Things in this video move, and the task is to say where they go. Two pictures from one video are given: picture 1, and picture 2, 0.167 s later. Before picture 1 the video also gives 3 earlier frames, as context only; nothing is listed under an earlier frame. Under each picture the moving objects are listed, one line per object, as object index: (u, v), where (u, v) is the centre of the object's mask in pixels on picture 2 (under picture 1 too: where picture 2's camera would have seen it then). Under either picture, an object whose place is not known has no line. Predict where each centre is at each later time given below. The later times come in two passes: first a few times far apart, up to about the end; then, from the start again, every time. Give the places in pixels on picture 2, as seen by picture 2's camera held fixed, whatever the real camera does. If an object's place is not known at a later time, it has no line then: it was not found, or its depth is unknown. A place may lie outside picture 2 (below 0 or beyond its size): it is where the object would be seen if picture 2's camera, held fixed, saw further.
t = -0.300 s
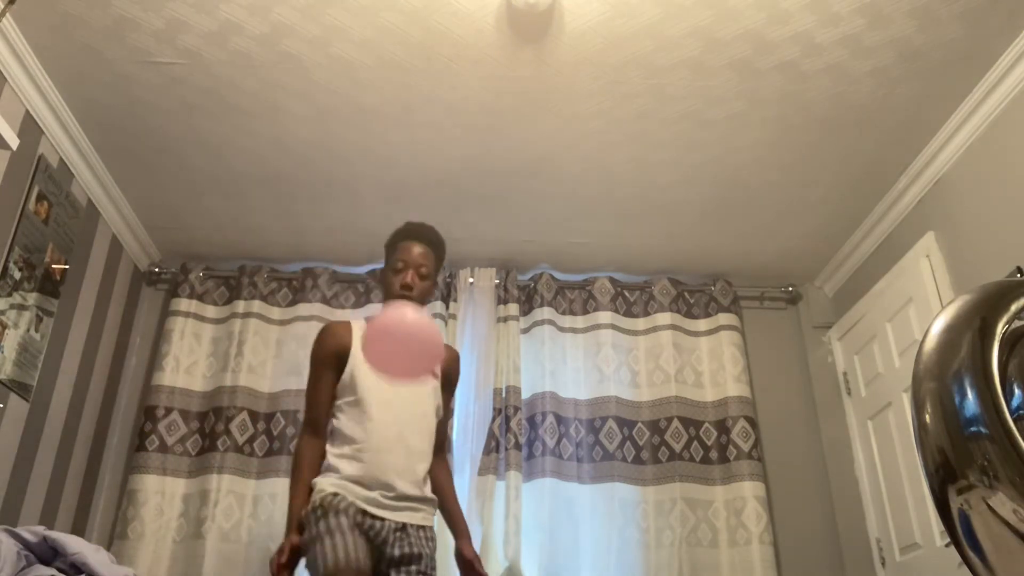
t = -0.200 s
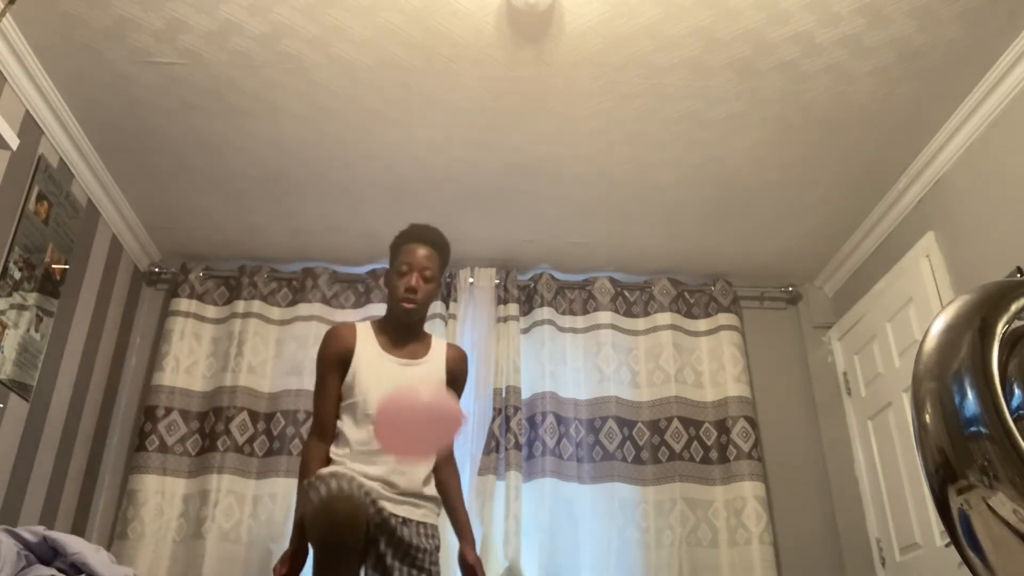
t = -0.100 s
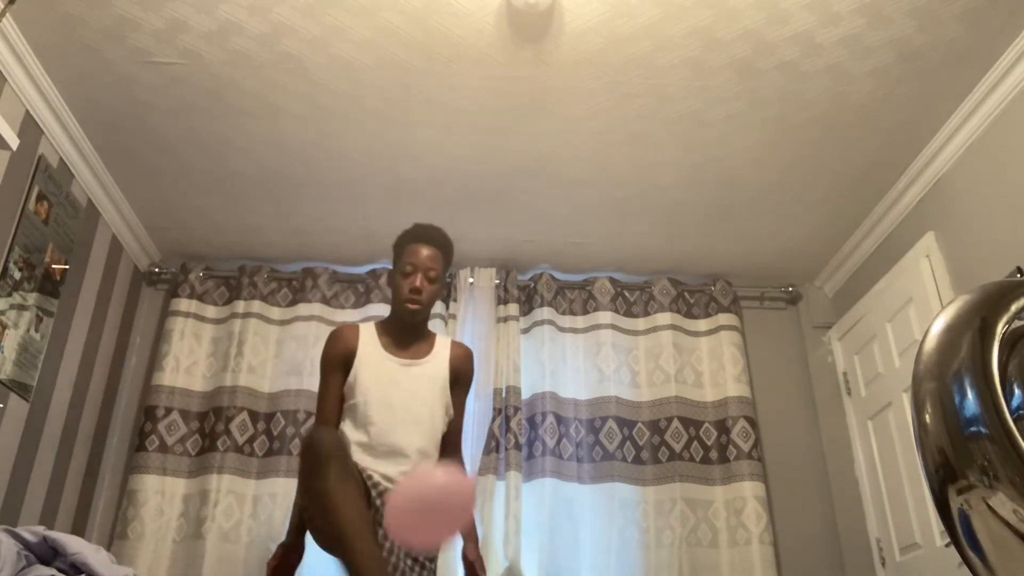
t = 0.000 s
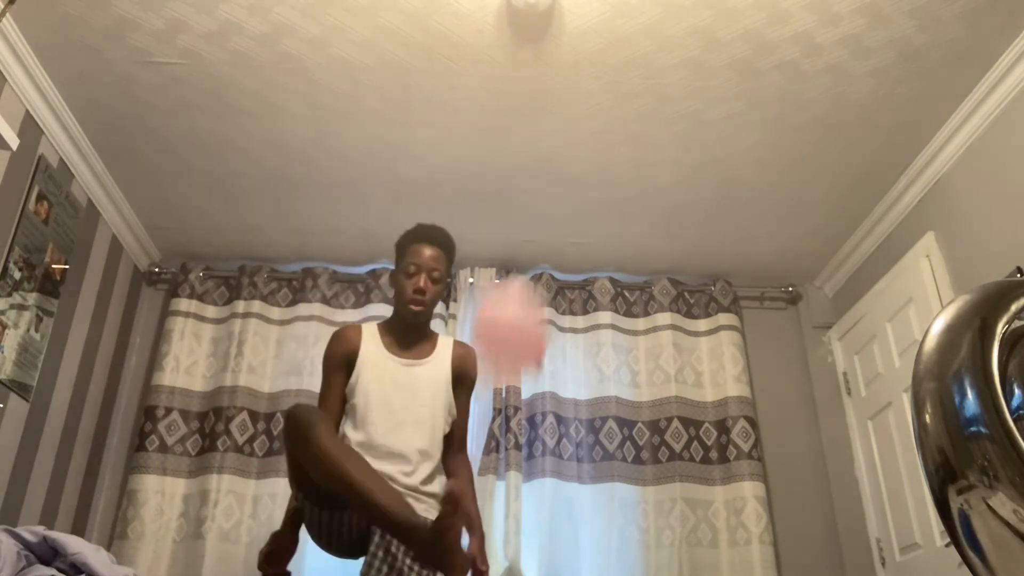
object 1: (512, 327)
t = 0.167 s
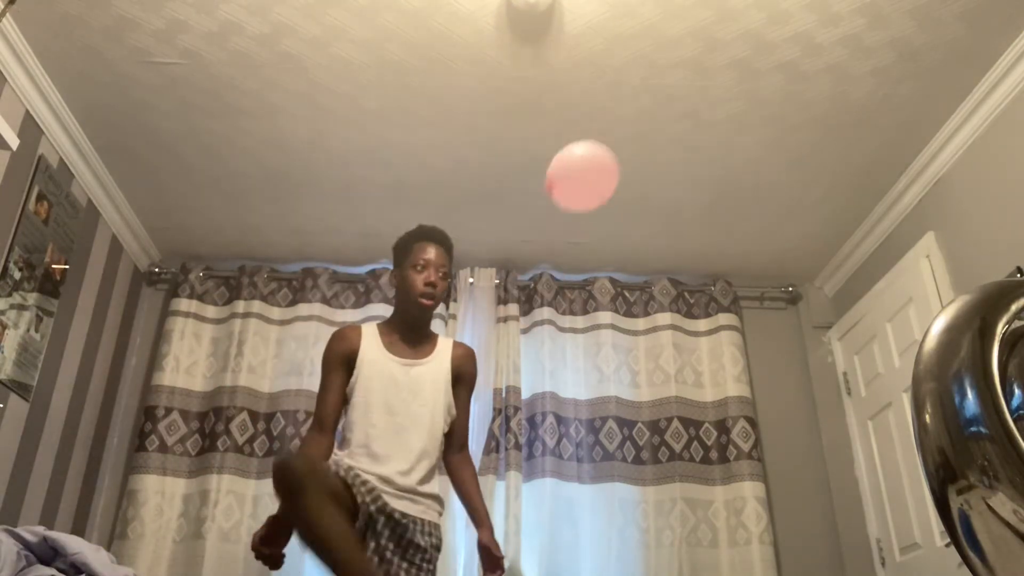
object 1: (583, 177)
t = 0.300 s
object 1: (607, 148)
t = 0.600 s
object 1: (637, 165)
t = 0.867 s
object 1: (662, 261)
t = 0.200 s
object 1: (590, 166)
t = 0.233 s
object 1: (596, 158)
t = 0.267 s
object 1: (602, 152)
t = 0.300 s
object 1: (607, 148)
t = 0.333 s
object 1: (612, 146)
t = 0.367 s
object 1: (616, 145)
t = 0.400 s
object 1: (620, 146)
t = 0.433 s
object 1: (623, 147)
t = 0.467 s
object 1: (625, 150)
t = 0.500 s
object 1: (628, 153)
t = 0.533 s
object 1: (631, 156)
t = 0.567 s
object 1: (633, 160)
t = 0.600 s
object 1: (637, 165)
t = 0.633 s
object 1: (640, 171)
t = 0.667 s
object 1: (644, 179)
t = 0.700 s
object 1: (648, 189)
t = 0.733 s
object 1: (652, 200)
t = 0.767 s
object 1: (655, 213)
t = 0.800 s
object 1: (657, 228)
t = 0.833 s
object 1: (660, 244)
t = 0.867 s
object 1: (662, 261)
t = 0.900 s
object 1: (664, 279)
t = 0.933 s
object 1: (665, 297)
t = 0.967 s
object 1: (667, 317)
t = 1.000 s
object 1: (668, 338)
